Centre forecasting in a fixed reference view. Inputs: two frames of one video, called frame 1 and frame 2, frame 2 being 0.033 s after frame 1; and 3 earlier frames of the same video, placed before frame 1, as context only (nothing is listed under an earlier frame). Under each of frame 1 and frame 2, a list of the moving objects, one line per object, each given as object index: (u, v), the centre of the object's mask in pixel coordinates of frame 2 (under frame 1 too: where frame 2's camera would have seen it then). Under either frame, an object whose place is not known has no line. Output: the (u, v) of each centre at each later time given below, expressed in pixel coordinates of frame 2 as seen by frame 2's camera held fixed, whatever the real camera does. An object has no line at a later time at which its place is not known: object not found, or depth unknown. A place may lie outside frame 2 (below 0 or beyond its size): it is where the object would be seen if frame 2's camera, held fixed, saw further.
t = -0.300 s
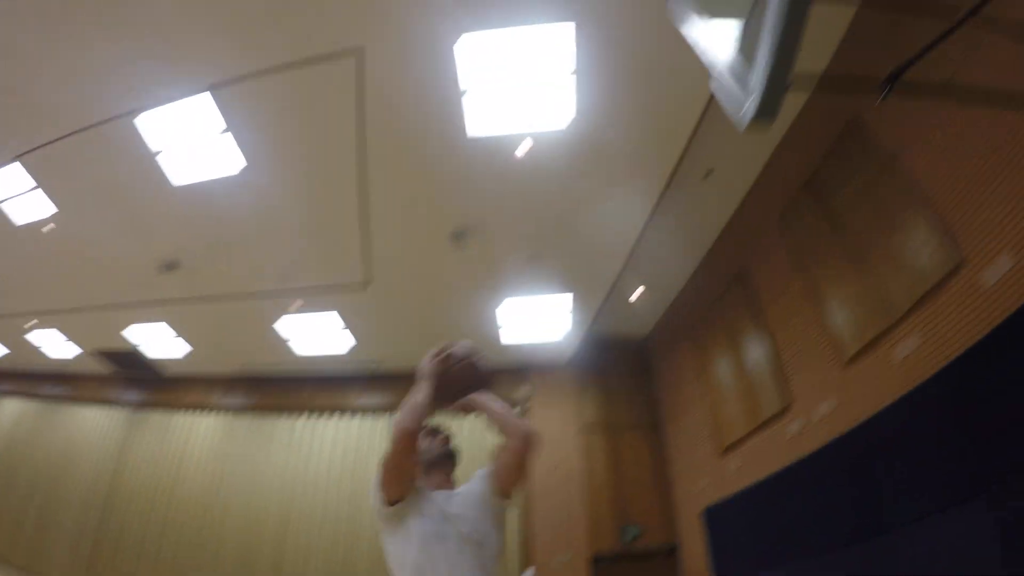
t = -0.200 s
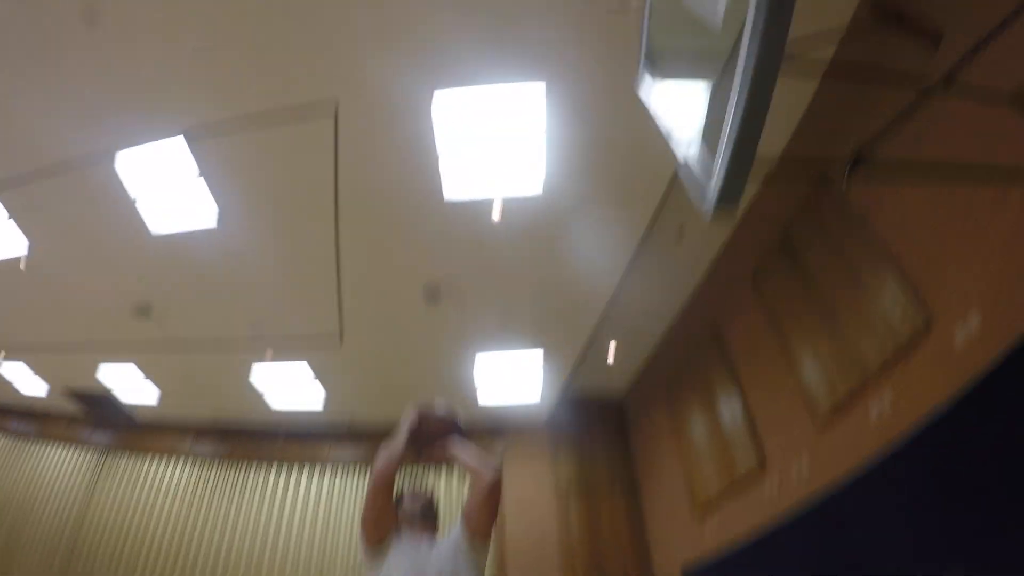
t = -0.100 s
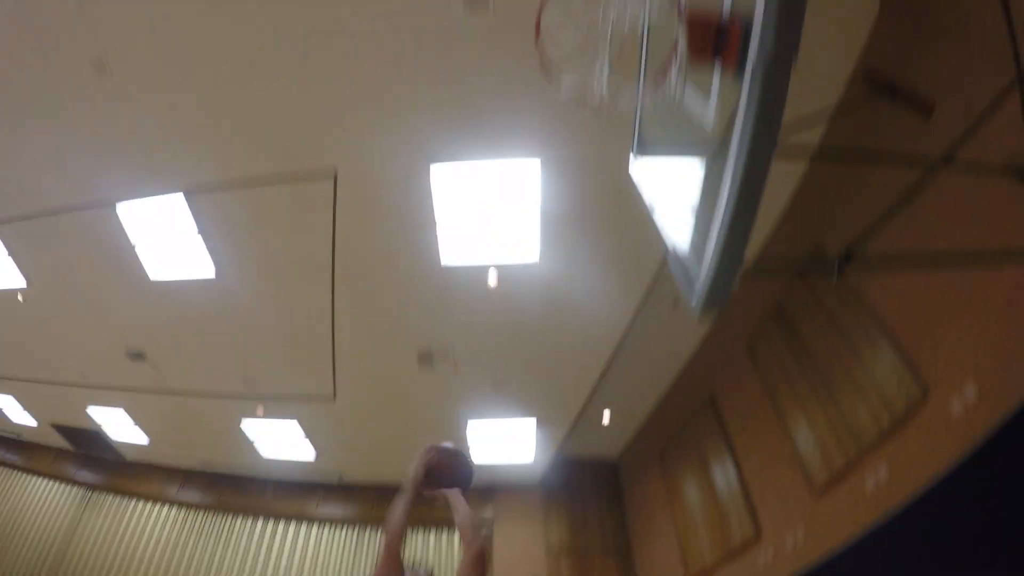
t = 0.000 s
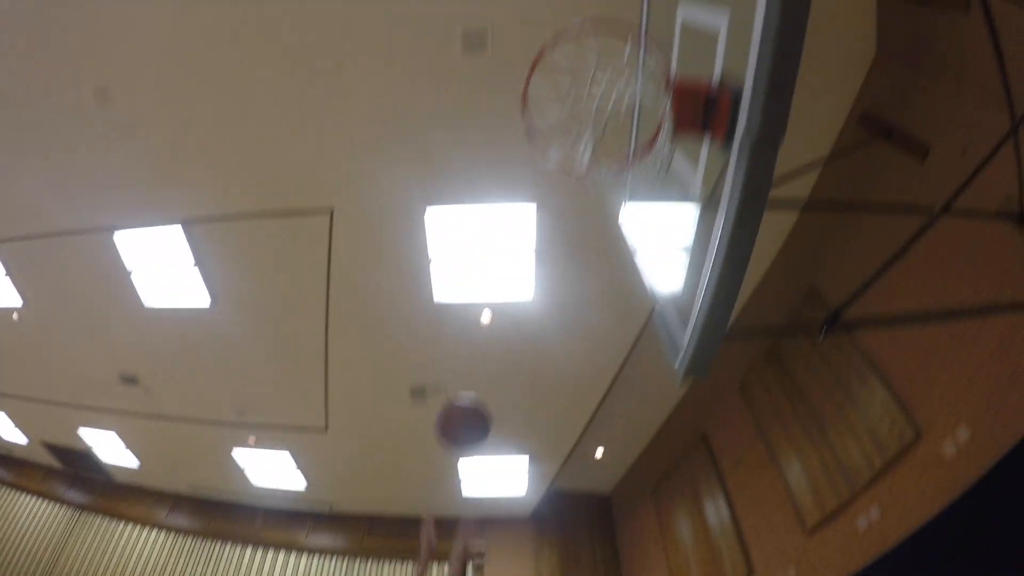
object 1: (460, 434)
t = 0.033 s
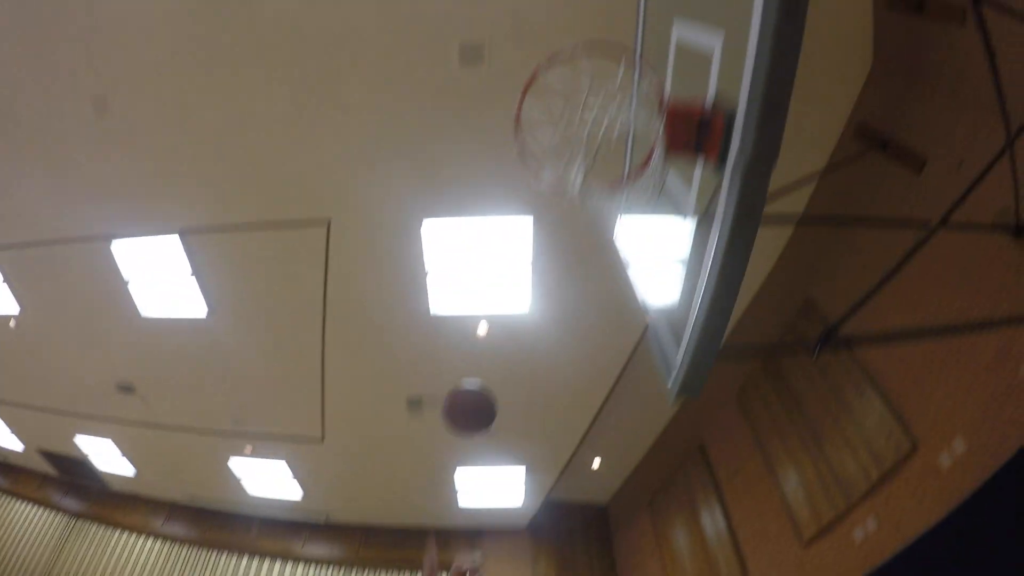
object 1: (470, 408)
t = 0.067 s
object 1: (479, 383)
